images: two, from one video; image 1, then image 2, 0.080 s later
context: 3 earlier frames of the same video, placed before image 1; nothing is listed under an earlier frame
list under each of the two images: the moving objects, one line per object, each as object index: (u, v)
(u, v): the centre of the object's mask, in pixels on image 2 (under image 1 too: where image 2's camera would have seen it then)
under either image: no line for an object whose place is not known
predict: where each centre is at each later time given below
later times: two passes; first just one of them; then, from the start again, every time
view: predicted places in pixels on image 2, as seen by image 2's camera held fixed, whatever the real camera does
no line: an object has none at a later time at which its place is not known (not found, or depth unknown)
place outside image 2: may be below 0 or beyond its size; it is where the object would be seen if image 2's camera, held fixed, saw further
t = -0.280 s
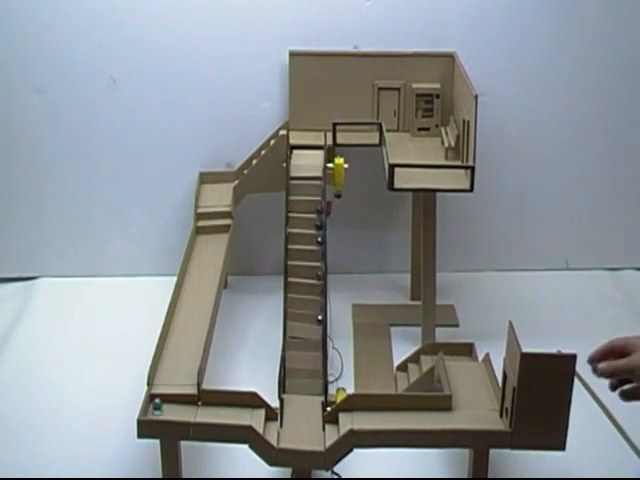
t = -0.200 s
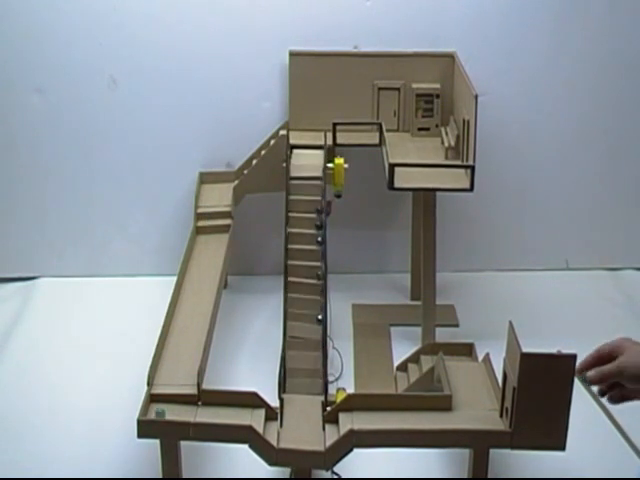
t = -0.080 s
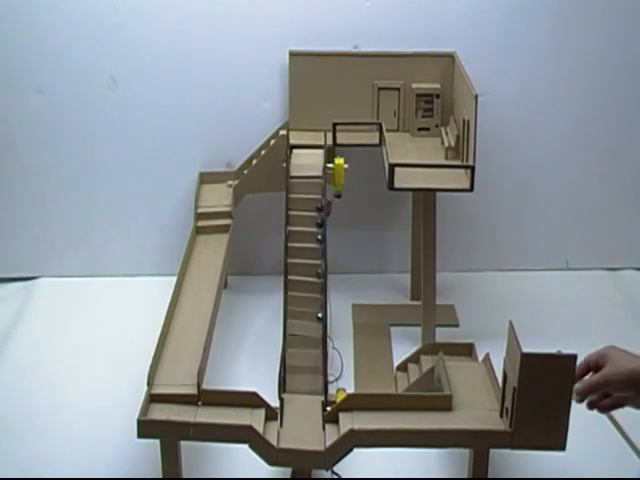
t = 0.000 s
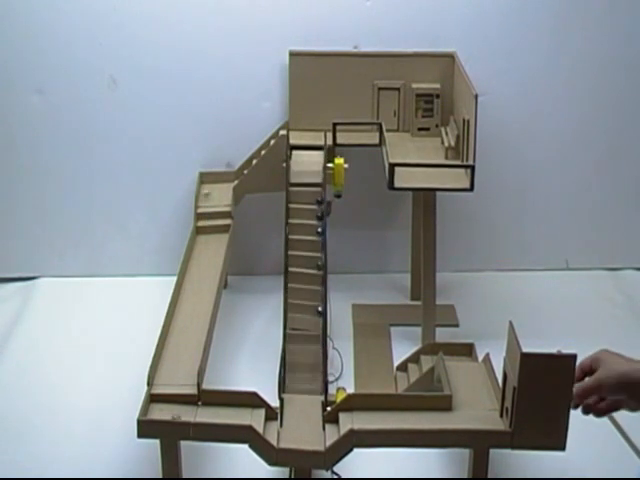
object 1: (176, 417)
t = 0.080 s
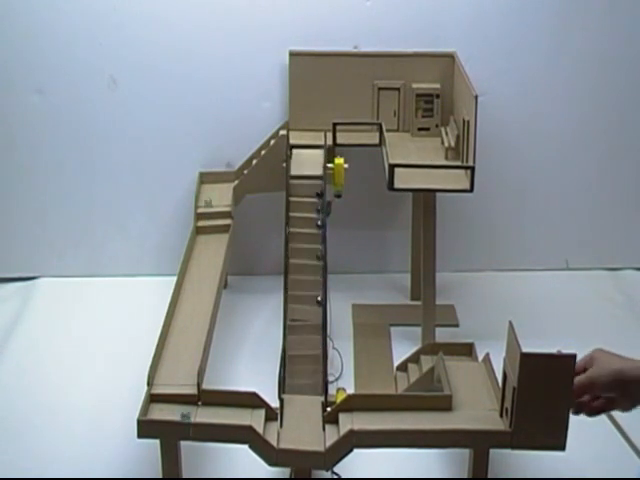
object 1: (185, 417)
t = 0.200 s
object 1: (201, 412)
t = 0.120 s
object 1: (191, 414)
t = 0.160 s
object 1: (195, 413)
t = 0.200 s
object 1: (201, 412)
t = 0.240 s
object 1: (207, 410)
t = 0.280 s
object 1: (212, 409)
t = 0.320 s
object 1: (219, 408)
